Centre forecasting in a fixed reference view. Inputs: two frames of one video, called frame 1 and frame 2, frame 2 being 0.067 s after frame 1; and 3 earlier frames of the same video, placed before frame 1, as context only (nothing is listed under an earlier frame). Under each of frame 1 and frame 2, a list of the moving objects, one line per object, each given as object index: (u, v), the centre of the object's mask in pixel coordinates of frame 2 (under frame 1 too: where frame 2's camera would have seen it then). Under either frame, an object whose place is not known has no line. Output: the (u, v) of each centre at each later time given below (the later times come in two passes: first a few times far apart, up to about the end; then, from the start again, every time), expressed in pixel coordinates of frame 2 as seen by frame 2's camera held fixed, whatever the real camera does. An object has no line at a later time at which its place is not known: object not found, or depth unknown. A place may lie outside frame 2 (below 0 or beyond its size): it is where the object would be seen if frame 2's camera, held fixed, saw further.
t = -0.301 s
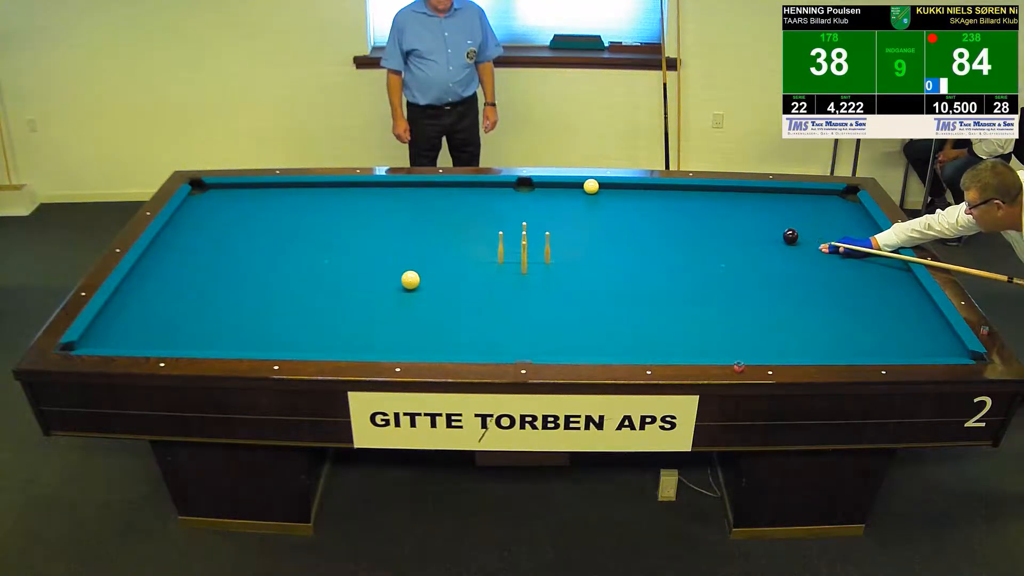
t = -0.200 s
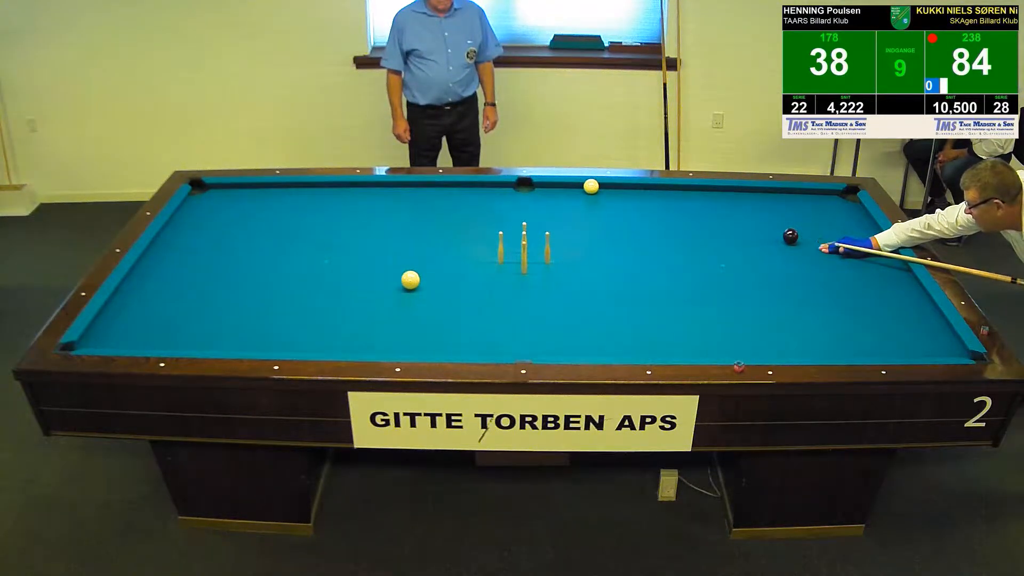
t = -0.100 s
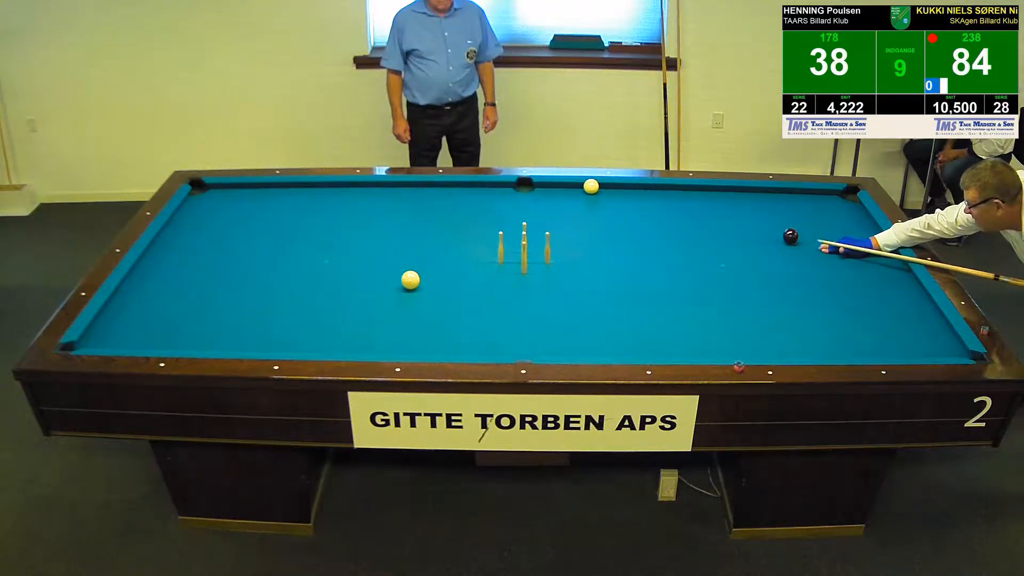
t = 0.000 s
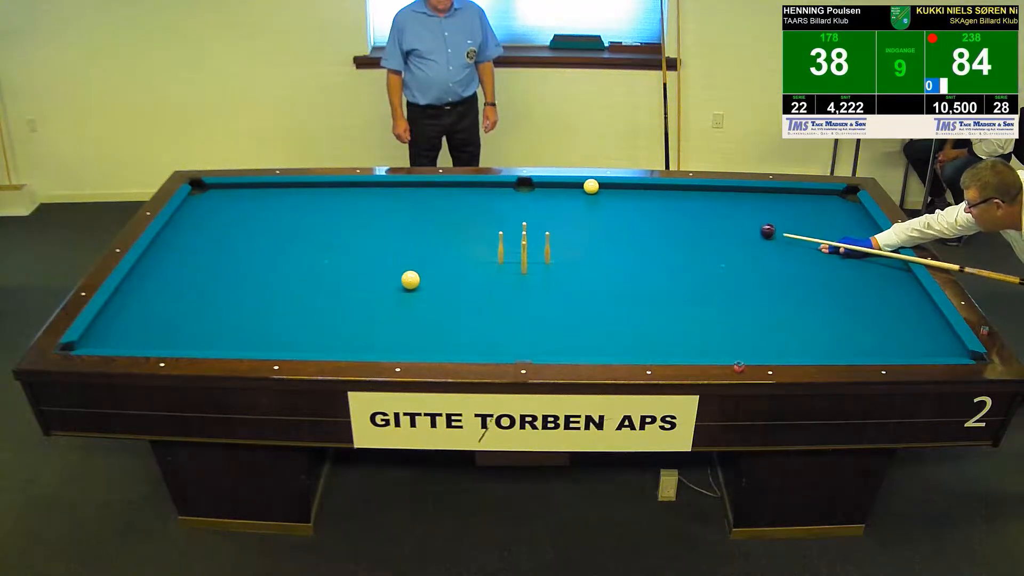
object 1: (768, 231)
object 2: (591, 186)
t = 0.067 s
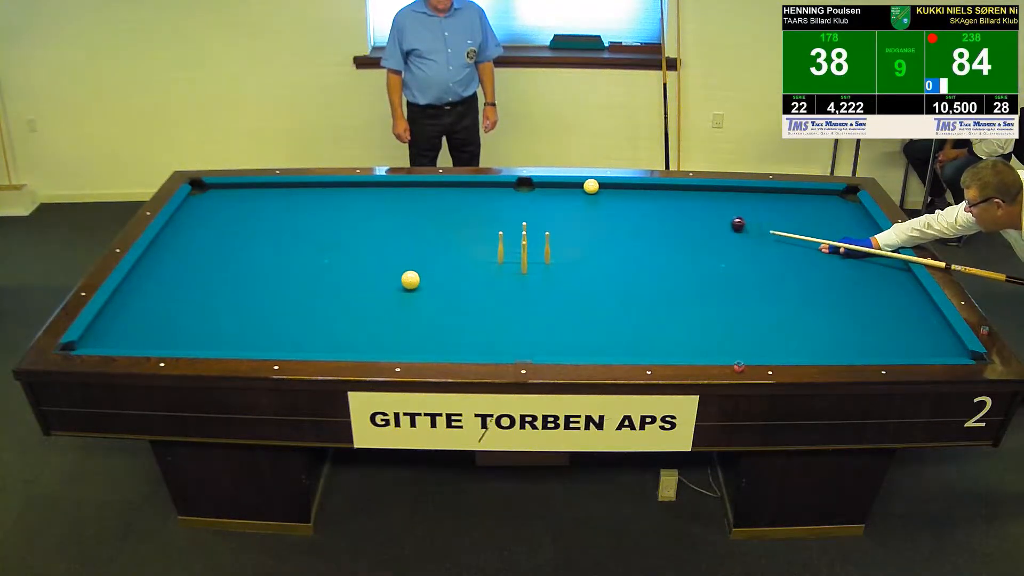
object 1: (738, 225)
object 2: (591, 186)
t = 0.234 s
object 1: (675, 210)
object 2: (591, 186)
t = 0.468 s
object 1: (593, 193)
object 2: (590, 183)
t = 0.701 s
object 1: (526, 192)
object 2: (586, 197)
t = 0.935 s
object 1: (458, 191)
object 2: (582, 209)
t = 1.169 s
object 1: (392, 191)
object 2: (577, 221)
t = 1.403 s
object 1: (328, 191)
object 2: (573, 234)
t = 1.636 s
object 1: (266, 191)
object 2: (568, 246)
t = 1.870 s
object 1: (208, 192)
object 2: (563, 260)
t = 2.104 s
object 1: (223, 195)
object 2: (557, 273)
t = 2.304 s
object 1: (250, 197)
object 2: (552, 285)
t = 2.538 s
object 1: (282, 202)
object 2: (547, 300)
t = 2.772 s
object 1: (315, 205)
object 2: (541, 315)
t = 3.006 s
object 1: (348, 209)
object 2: (535, 329)
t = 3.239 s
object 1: (382, 213)
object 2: (529, 345)
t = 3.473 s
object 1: (415, 218)
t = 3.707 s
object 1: (449, 223)
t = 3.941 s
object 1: (483, 226)
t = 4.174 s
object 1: (516, 231)
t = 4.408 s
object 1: (553, 235)
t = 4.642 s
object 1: (585, 240)
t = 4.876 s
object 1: (619, 245)
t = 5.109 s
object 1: (651, 250)
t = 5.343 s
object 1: (684, 254)
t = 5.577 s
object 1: (716, 259)
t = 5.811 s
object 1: (747, 264)
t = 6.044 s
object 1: (777, 268)
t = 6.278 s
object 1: (807, 273)
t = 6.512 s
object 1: (836, 277)
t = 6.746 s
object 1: (863, 282)
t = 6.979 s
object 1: (890, 286)
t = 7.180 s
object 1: (913, 289)
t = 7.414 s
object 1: (909, 292)
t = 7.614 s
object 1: (898, 294)
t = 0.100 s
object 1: (724, 222)
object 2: (591, 186)
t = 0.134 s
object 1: (711, 218)
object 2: (591, 186)
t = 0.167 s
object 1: (699, 216)
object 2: (591, 186)
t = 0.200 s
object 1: (687, 213)
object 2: (591, 186)
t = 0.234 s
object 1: (675, 210)
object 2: (591, 186)
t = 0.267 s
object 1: (662, 207)
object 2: (591, 186)
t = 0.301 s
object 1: (651, 205)
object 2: (591, 186)
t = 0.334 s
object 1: (638, 202)
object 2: (591, 186)
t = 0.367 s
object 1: (627, 200)
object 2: (591, 186)
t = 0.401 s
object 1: (615, 197)
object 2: (591, 186)
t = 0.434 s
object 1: (604, 194)
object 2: (591, 186)
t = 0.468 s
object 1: (593, 193)
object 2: (590, 183)
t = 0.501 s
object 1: (583, 193)
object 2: (591, 186)
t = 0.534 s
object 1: (573, 193)
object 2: (589, 189)
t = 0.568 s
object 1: (564, 192)
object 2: (588, 191)
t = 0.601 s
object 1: (555, 192)
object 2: (588, 193)
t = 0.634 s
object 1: (545, 192)
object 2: (587, 194)
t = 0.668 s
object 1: (535, 192)
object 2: (587, 196)
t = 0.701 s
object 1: (526, 192)
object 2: (586, 197)
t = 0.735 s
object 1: (516, 192)
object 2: (586, 199)
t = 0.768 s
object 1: (506, 192)
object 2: (585, 201)
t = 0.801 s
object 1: (496, 192)
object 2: (584, 202)
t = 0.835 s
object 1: (487, 192)
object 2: (584, 204)
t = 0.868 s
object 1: (477, 192)
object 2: (583, 206)
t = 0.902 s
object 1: (467, 192)
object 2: (582, 207)
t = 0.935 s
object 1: (458, 191)
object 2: (582, 209)
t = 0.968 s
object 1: (448, 192)
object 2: (581, 211)
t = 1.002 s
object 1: (439, 192)
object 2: (580, 212)
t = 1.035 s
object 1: (429, 192)
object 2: (580, 214)
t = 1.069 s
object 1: (420, 191)
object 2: (579, 216)
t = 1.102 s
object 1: (411, 191)
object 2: (578, 217)
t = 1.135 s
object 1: (401, 191)
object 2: (578, 219)
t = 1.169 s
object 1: (392, 191)
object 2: (577, 221)
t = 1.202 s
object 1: (383, 191)
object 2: (577, 223)
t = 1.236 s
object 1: (373, 191)
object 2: (576, 224)
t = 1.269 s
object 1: (364, 191)
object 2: (575, 226)
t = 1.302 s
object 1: (355, 191)
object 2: (575, 228)
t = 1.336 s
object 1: (346, 191)
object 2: (574, 230)
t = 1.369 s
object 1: (337, 191)
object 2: (573, 232)
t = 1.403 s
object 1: (328, 191)
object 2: (573, 234)
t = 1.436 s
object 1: (319, 191)
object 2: (572, 235)
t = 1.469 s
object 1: (310, 192)
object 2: (571, 237)
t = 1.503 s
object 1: (302, 192)
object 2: (571, 239)
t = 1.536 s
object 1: (293, 192)
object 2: (570, 241)
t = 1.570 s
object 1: (284, 192)
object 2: (569, 243)
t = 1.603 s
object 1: (276, 191)
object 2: (568, 245)
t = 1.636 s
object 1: (266, 191)
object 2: (568, 246)
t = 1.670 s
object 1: (258, 191)
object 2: (567, 248)
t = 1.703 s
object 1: (250, 191)
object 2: (566, 250)
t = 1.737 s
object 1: (241, 192)
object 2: (565, 252)
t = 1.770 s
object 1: (233, 192)
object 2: (565, 254)
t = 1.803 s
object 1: (225, 192)
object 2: (564, 256)
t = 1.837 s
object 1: (217, 192)
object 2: (563, 258)
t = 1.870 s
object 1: (208, 192)
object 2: (563, 260)
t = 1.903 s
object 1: (200, 191)
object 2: (562, 262)
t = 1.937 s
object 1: (197, 192)
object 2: (561, 264)
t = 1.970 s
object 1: (202, 192)
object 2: (560, 266)
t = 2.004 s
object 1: (208, 193)
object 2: (560, 268)
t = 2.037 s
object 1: (213, 193)
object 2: (559, 269)
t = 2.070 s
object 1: (218, 194)
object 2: (558, 271)
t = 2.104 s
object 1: (223, 195)
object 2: (557, 273)
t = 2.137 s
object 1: (227, 195)
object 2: (557, 275)
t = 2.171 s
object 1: (232, 196)
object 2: (556, 277)
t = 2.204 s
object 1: (236, 196)
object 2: (555, 279)
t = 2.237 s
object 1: (241, 196)
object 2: (554, 281)
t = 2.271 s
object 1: (246, 197)
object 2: (553, 283)
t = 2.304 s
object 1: (250, 197)
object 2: (552, 285)
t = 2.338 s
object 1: (254, 199)
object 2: (552, 287)
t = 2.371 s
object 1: (259, 199)
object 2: (551, 289)
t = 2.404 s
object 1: (263, 199)
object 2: (550, 291)
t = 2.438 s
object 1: (268, 200)
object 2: (549, 294)
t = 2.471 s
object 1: (272, 201)
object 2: (548, 295)
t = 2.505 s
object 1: (277, 201)
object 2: (548, 298)
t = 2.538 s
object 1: (282, 202)
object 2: (547, 300)
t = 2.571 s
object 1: (287, 202)
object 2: (546, 302)
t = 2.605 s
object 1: (291, 203)
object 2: (545, 304)
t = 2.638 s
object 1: (296, 203)
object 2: (544, 306)
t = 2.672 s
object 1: (301, 204)
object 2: (543, 308)
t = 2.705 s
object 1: (305, 204)
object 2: (543, 310)
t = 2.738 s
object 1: (310, 205)
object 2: (542, 312)
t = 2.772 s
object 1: (315, 205)
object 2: (541, 315)
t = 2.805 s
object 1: (319, 206)
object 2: (540, 317)
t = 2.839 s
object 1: (324, 206)
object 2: (539, 319)
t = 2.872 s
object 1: (329, 207)
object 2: (538, 321)
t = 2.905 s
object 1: (334, 207)
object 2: (537, 323)
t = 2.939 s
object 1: (338, 208)
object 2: (537, 325)
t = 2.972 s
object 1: (343, 208)
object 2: (536, 327)
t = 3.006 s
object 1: (348, 209)
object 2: (535, 329)
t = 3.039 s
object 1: (353, 210)
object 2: (534, 332)
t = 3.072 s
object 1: (358, 210)
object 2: (533, 334)
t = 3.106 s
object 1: (362, 211)
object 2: (532, 336)
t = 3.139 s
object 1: (367, 212)
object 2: (531, 338)
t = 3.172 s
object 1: (372, 212)
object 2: (530, 340)
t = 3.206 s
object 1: (377, 213)
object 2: (529, 343)
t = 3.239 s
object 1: (382, 213)
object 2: (529, 345)
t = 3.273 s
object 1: (386, 214)
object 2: (528, 347)
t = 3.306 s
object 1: (391, 215)
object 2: (527, 349)
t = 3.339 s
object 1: (396, 215)
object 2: (526, 350)
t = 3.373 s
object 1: (400, 216)
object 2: (525, 352)
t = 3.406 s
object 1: (406, 217)
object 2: (524, 354)
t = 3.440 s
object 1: (410, 217)
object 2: (523, 357)
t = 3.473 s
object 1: (415, 218)
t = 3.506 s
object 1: (420, 219)
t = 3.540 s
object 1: (425, 219)
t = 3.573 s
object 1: (430, 220)
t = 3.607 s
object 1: (435, 221)
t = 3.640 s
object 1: (439, 221)
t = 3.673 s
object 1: (444, 222)
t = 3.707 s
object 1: (449, 223)
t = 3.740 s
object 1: (454, 223)
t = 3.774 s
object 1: (459, 224)
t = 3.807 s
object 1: (464, 224)
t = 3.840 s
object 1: (469, 225)
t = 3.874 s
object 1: (474, 225)
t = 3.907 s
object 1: (479, 226)
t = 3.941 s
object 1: (483, 226)
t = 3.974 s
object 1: (489, 227)
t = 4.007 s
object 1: (493, 228)
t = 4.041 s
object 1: (498, 228)
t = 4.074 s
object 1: (503, 229)
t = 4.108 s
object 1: (508, 230)
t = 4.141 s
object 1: (512, 231)
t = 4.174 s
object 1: (516, 231)
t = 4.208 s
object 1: (522, 231)
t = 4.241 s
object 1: (530, 232)
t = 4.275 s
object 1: (533, 233)
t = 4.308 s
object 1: (537, 234)
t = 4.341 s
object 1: (541, 234)
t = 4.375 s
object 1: (547, 235)
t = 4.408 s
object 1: (553, 235)
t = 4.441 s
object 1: (556, 236)
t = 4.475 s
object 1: (561, 237)
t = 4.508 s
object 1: (566, 238)
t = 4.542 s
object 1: (571, 238)
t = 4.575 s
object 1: (576, 239)
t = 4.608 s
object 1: (581, 240)
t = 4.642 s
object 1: (585, 240)
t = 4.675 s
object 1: (590, 241)
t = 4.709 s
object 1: (595, 242)
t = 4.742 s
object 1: (600, 243)
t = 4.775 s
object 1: (604, 243)
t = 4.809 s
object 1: (609, 244)
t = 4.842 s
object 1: (614, 245)
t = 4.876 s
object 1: (619, 245)
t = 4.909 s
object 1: (623, 246)
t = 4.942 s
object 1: (628, 246)
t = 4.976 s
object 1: (633, 247)
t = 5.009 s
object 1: (637, 248)
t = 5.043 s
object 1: (642, 249)
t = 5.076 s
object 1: (647, 249)
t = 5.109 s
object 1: (651, 250)
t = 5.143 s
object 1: (656, 251)
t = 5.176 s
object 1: (661, 251)
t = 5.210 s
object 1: (666, 252)
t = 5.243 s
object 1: (670, 253)
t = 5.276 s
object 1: (675, 253)
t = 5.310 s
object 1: (679, 254)
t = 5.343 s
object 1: (684, 254)
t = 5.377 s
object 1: (688, 255)
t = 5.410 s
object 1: (693, 256)
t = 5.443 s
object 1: (698, 256)
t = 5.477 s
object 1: (702, 257)
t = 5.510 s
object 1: (707, 258)
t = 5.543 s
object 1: (711, 258)
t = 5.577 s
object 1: (716, 259)
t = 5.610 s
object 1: (720, 260)
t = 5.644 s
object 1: (725, 260)
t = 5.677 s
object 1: (729, 261)
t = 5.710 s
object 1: (734, 262)
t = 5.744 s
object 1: (738, 262)
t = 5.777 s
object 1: (743, 263)
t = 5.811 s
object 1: (747, 264)
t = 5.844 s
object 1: (751, 264)
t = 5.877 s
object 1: (756, 265)
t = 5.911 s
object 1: (760, 266)
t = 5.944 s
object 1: (764, 266)
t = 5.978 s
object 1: (768, 267)
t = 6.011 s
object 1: (773, 268)
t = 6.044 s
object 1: (777, 268)
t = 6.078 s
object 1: (781, 269)
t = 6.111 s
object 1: (786, 269)
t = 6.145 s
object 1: (790, 270)
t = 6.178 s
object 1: (794, 271)
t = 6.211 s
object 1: (798, 271)
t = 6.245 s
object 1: (803, 272)
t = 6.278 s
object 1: (807, 273)
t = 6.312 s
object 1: (811, 273)
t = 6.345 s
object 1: (815, 274)
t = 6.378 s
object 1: (819, 275)
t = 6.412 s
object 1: (824, 275)
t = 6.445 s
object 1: (827, 276)
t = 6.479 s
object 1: (831, 276)
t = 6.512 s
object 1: (836, 277)
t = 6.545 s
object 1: (840, 278)
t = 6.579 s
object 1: (844, 278)
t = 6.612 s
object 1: (848, 279)
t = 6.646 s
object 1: (852, 280)
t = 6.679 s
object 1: (855, 280)
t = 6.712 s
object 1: (859, 281)
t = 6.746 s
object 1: (863, 282)
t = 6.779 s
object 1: (867, 282)
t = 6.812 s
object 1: (871, 283)
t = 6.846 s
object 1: (875, 283)
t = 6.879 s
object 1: (879, 284)
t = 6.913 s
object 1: (883, 285)
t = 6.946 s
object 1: (887, 285)
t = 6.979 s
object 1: (890, 286)
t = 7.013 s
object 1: (894, 286)
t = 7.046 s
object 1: (898, 287)
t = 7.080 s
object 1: (902, 287)
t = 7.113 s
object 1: (905, 288)
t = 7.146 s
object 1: (909, 289)
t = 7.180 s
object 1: (913, 289)
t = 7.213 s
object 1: (917, 290)
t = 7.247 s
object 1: (918, 291)
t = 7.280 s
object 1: (916, 291)
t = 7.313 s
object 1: (914, 291)
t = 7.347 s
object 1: (912, 291)
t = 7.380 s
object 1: (911, 292)
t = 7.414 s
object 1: (909, 292)
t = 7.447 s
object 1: (907, 292)
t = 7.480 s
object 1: (905, 292)
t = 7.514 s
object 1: (903, 293)
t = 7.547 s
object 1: (901, 293)
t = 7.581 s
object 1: (899, 293)
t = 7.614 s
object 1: (898, 294)
